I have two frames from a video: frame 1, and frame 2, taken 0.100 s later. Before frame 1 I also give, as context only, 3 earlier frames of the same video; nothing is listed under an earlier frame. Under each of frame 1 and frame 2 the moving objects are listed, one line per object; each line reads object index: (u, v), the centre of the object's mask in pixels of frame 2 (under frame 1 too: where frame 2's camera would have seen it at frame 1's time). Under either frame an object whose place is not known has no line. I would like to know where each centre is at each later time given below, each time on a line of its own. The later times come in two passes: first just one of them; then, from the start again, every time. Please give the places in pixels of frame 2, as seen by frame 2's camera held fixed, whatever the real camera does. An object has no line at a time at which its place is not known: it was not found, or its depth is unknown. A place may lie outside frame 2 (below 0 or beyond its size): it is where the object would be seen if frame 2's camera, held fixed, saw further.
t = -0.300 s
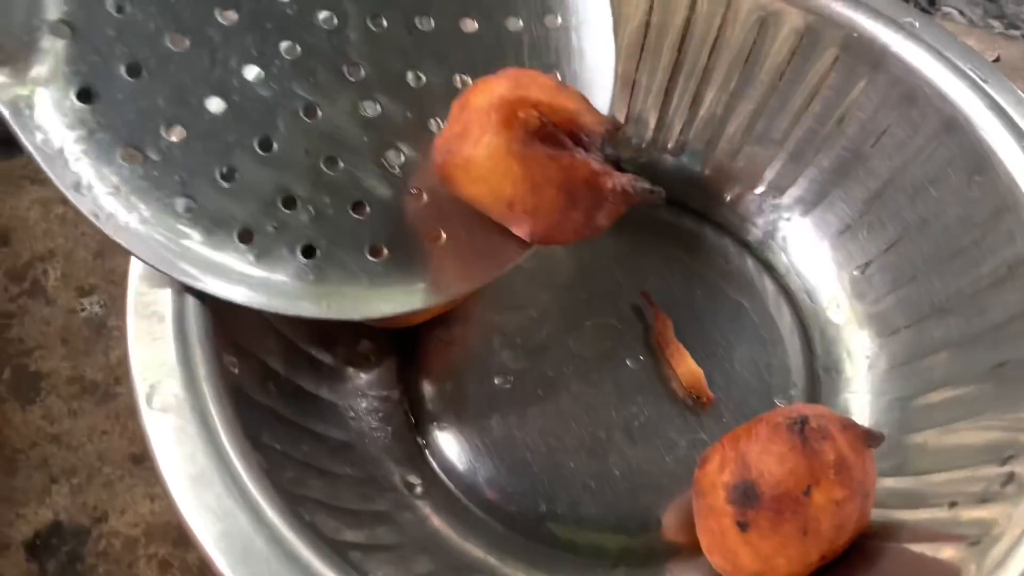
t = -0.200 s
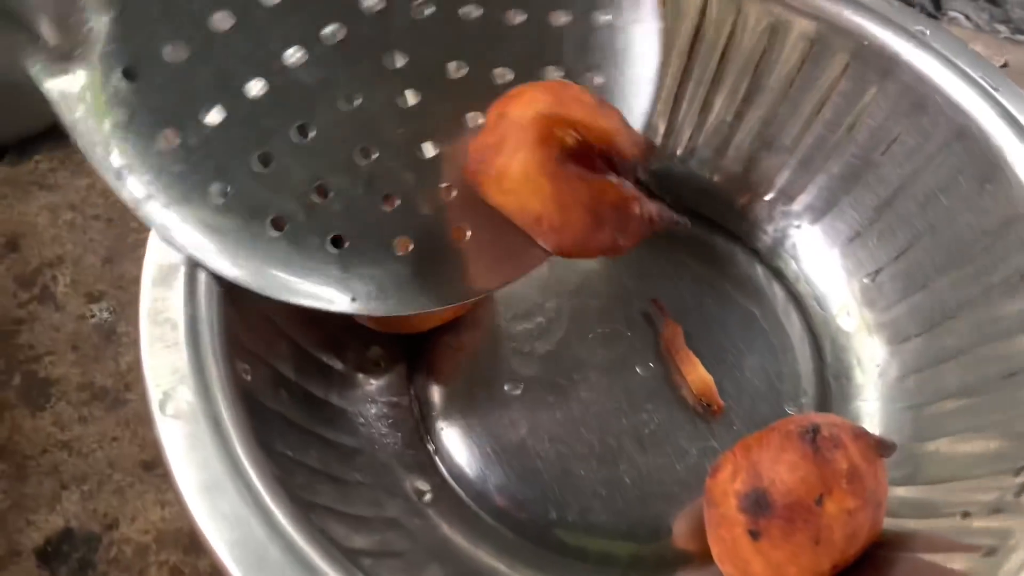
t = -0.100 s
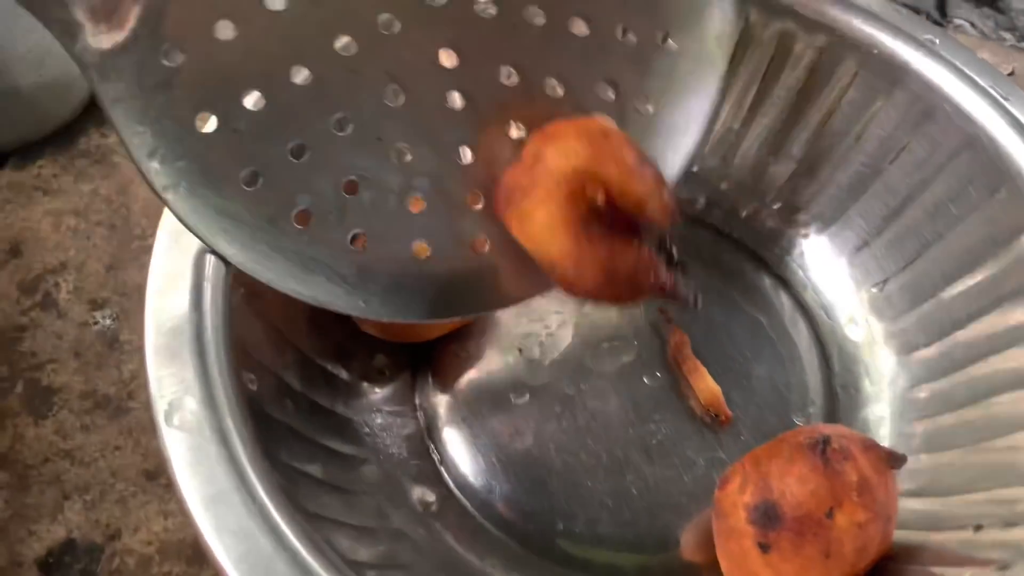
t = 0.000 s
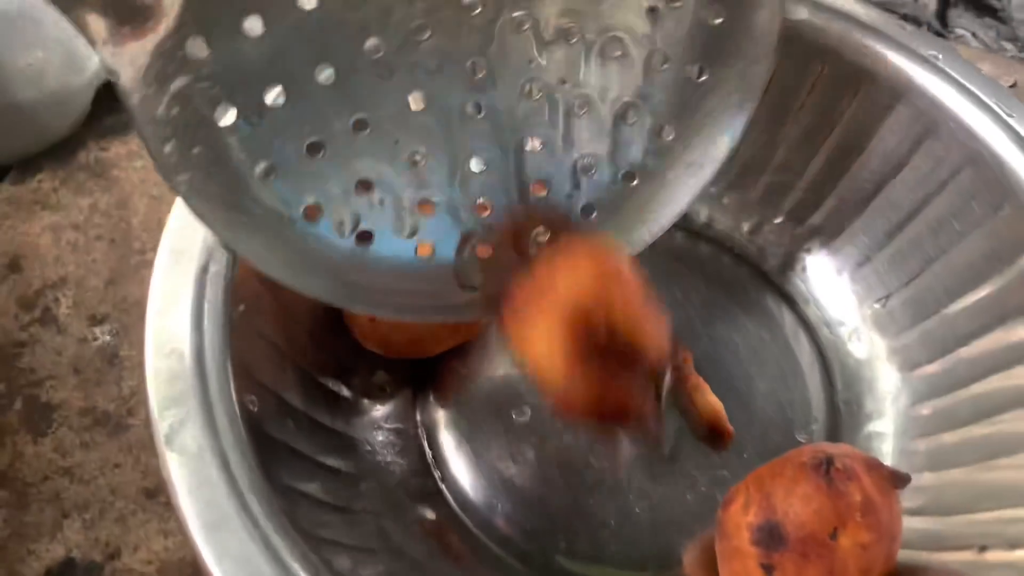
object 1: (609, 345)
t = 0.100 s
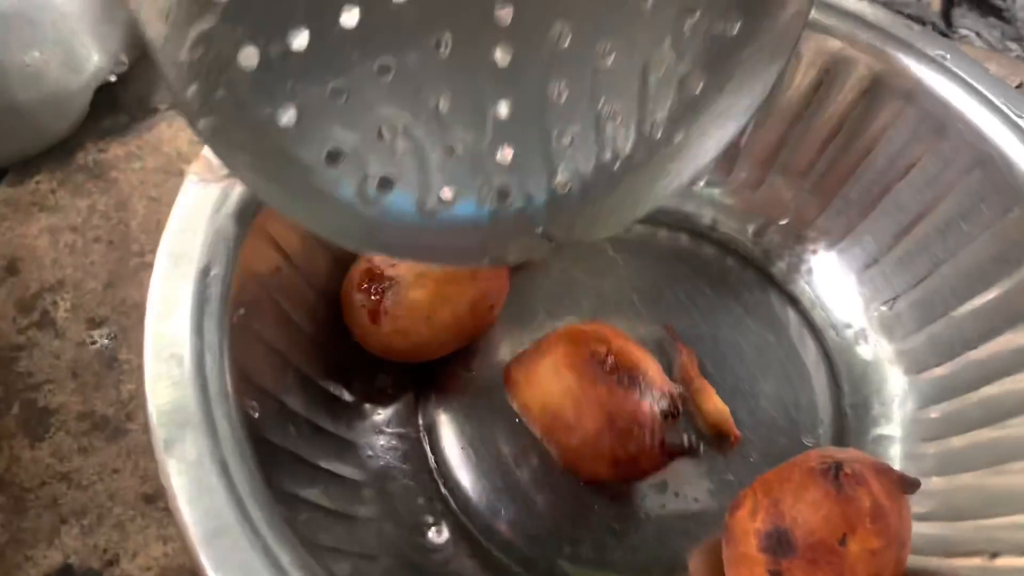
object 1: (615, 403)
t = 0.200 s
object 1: (624, 414)
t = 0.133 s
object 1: (615, 411)
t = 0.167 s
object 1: (621, 417)
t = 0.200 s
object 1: (624, 414)
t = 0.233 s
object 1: (622, 405)
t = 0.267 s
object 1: (625, 397)
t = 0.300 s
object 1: (626, 393)
